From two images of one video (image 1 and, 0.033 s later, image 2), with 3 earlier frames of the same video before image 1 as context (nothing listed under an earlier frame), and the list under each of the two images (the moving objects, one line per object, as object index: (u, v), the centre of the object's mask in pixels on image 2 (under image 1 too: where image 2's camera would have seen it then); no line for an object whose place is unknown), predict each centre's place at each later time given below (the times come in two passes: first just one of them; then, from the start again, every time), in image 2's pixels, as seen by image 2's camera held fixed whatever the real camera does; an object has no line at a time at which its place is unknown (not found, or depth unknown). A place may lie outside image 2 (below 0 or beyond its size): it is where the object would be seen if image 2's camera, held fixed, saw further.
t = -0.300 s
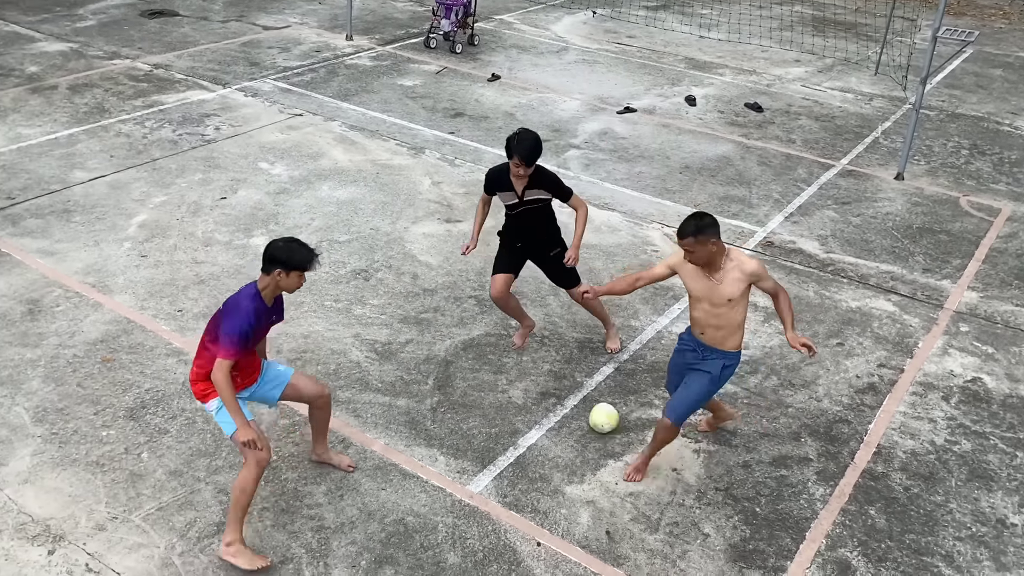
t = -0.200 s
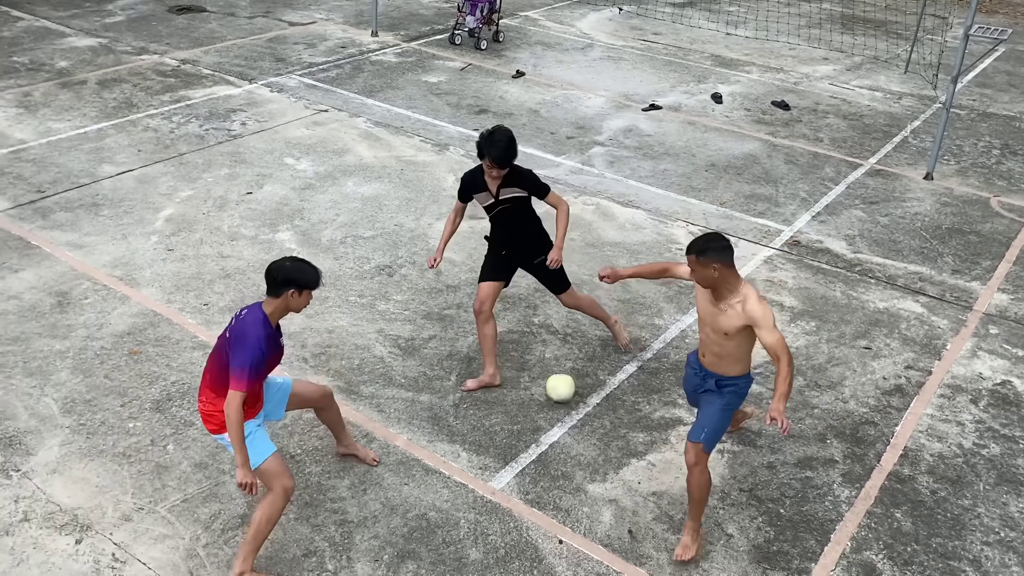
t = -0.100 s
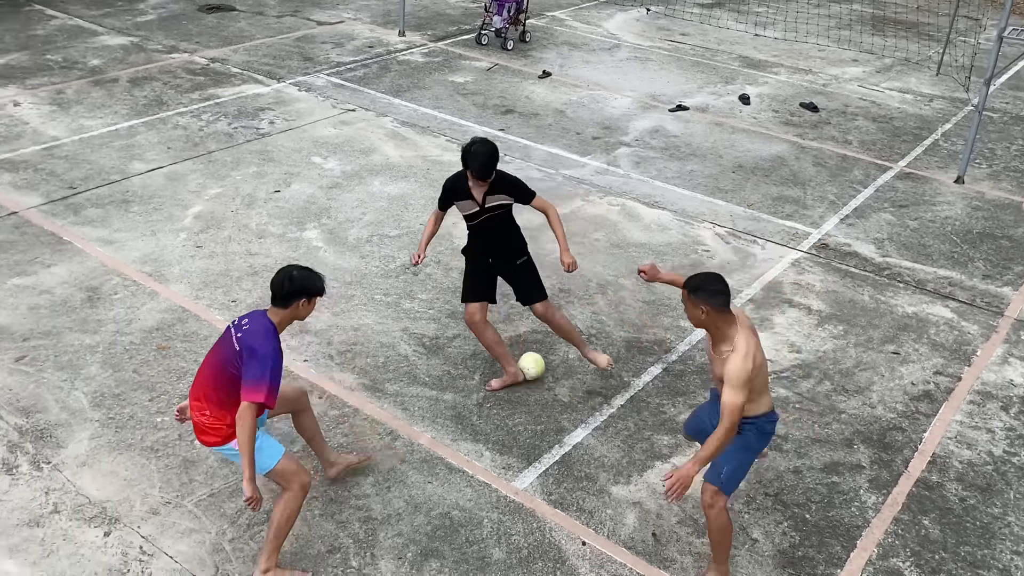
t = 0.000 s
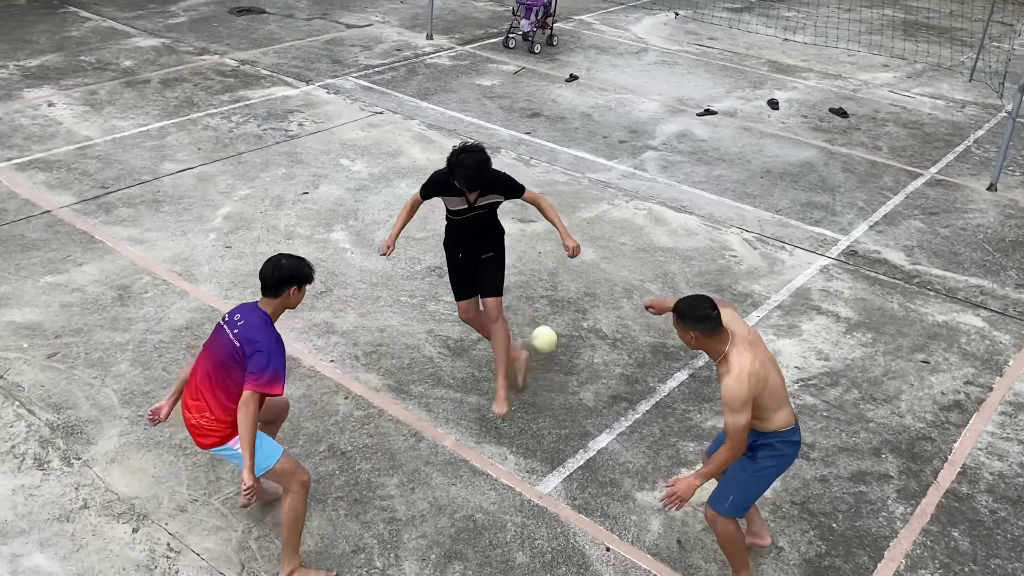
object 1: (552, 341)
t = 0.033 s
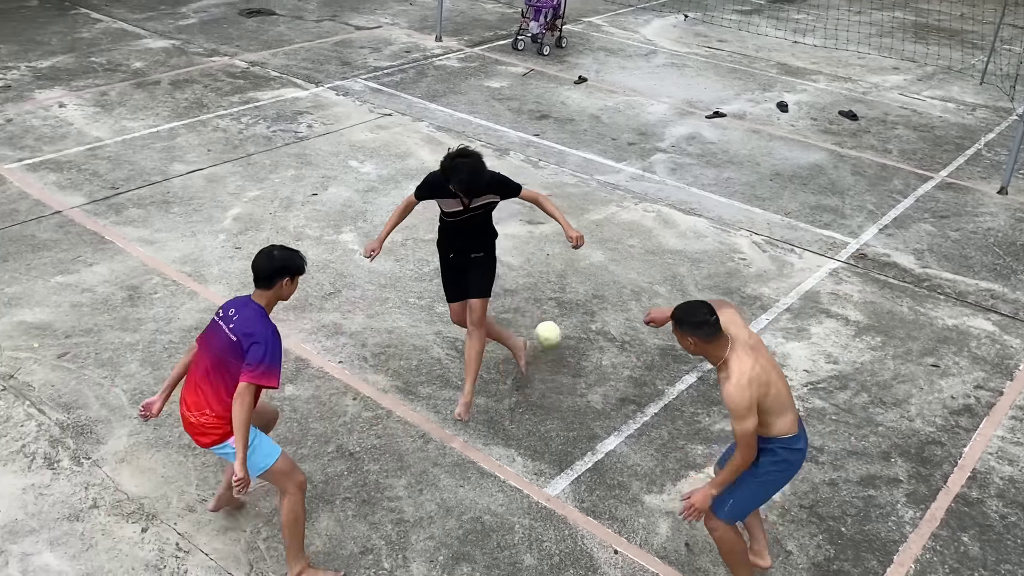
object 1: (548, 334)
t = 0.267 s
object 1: (518, 307)
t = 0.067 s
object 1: (544, 329)
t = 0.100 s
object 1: (540, 326)
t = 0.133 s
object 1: (536, 323)
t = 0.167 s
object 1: (532, 324)
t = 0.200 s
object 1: (527, 320)
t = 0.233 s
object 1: (523, 313)
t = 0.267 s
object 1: (518, 307)
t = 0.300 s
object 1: (513, 303)
